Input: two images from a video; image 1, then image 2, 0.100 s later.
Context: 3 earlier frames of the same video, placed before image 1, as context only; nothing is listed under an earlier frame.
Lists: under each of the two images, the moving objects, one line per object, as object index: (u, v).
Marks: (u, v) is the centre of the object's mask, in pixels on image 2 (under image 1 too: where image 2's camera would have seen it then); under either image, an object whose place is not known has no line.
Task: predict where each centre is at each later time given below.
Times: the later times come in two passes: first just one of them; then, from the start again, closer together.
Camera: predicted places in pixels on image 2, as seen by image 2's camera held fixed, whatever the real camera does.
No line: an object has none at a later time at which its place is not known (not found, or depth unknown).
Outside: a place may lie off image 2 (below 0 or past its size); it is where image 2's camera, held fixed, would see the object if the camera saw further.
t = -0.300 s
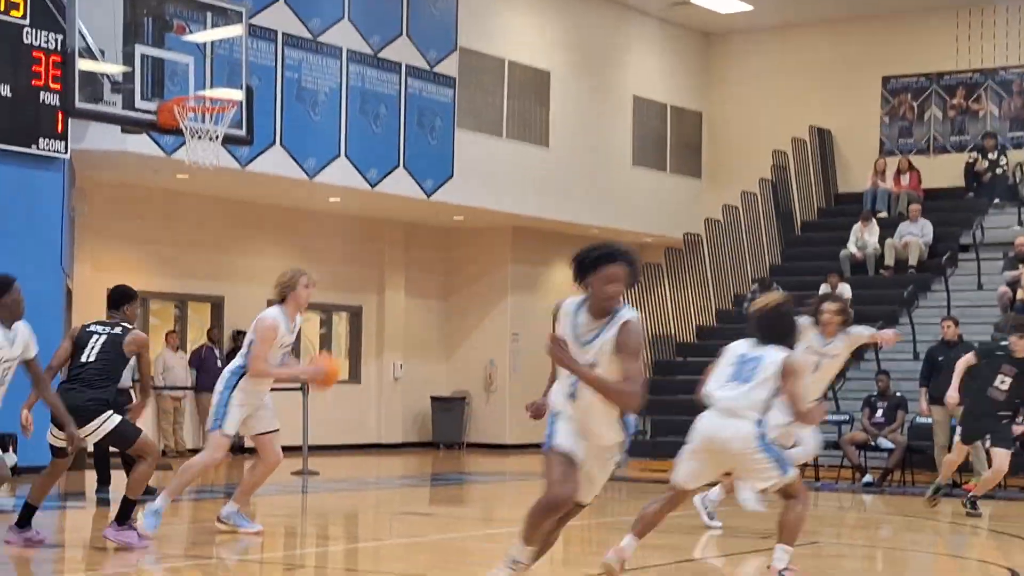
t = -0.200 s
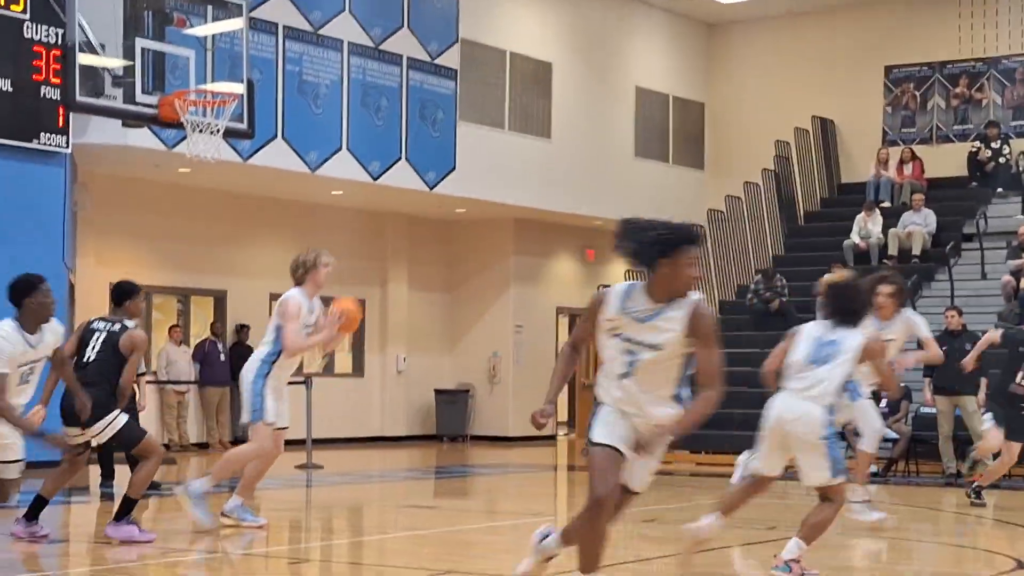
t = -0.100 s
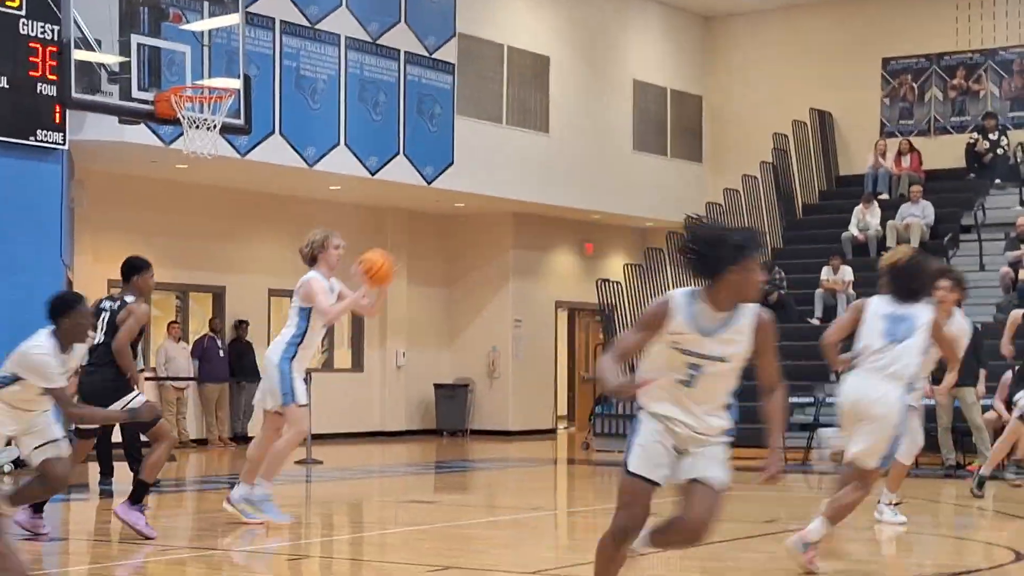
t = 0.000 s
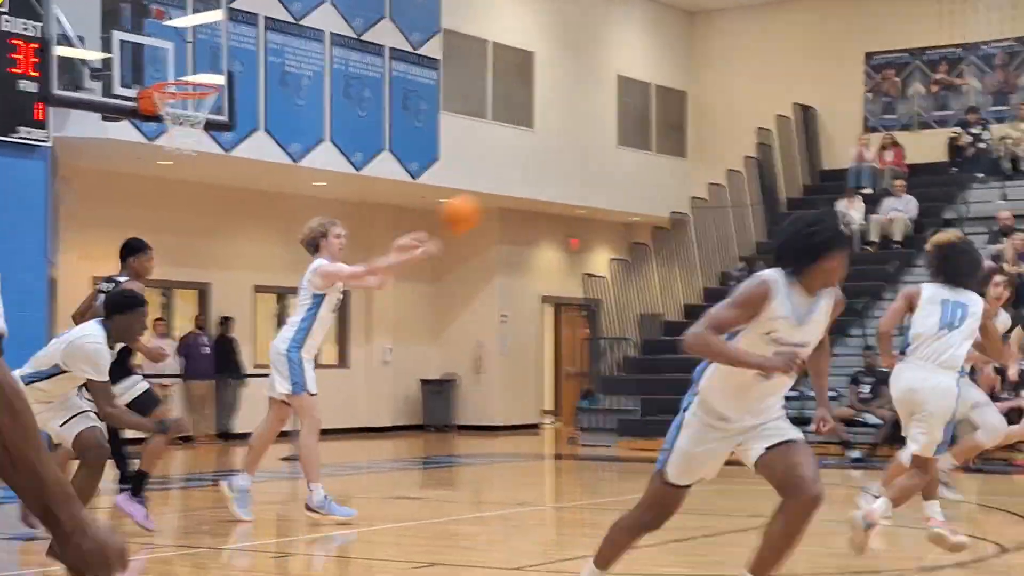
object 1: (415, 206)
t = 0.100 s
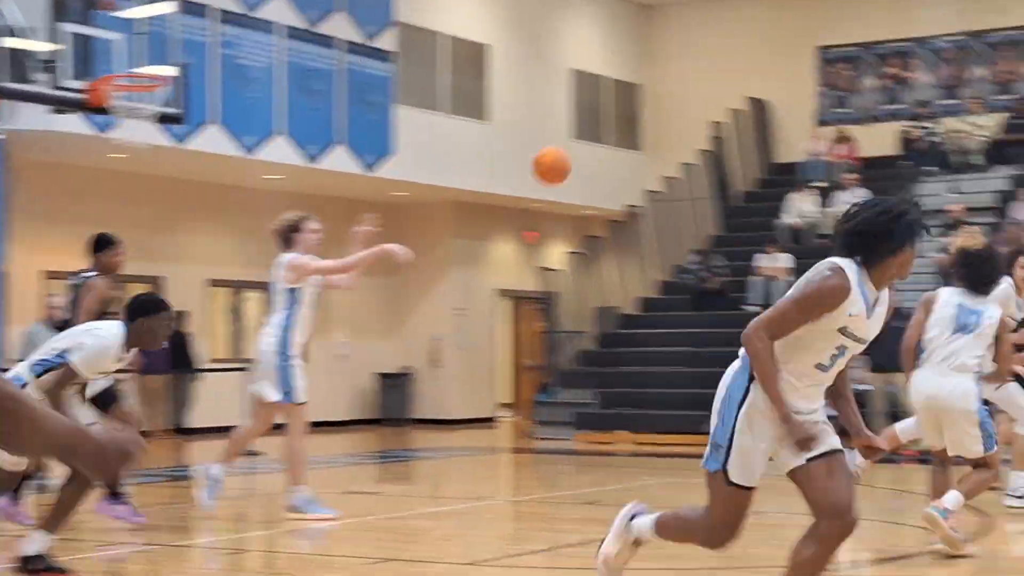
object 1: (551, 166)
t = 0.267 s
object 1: (800, 123)
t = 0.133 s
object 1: (599, 153)
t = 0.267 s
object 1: (800, 123)
